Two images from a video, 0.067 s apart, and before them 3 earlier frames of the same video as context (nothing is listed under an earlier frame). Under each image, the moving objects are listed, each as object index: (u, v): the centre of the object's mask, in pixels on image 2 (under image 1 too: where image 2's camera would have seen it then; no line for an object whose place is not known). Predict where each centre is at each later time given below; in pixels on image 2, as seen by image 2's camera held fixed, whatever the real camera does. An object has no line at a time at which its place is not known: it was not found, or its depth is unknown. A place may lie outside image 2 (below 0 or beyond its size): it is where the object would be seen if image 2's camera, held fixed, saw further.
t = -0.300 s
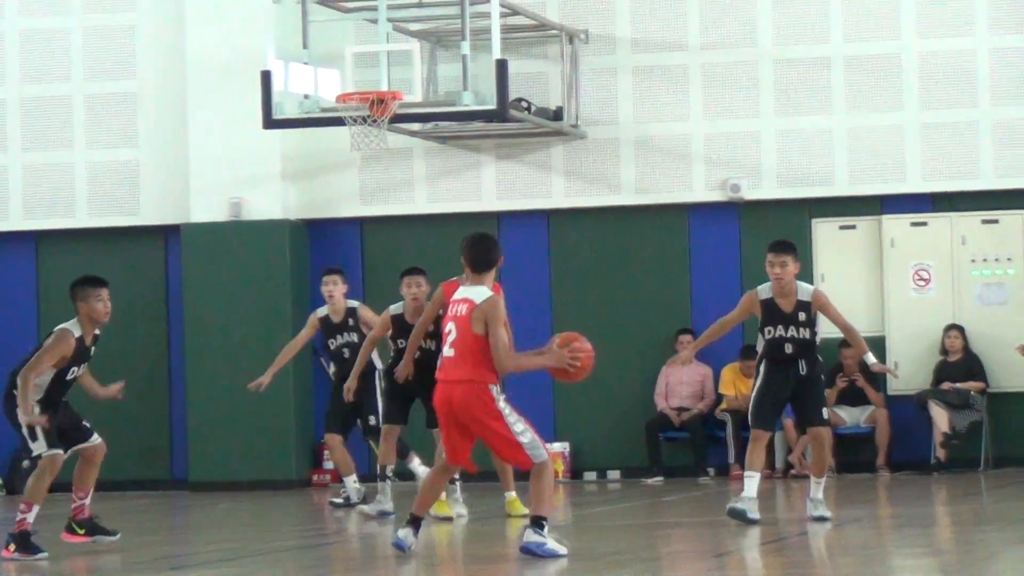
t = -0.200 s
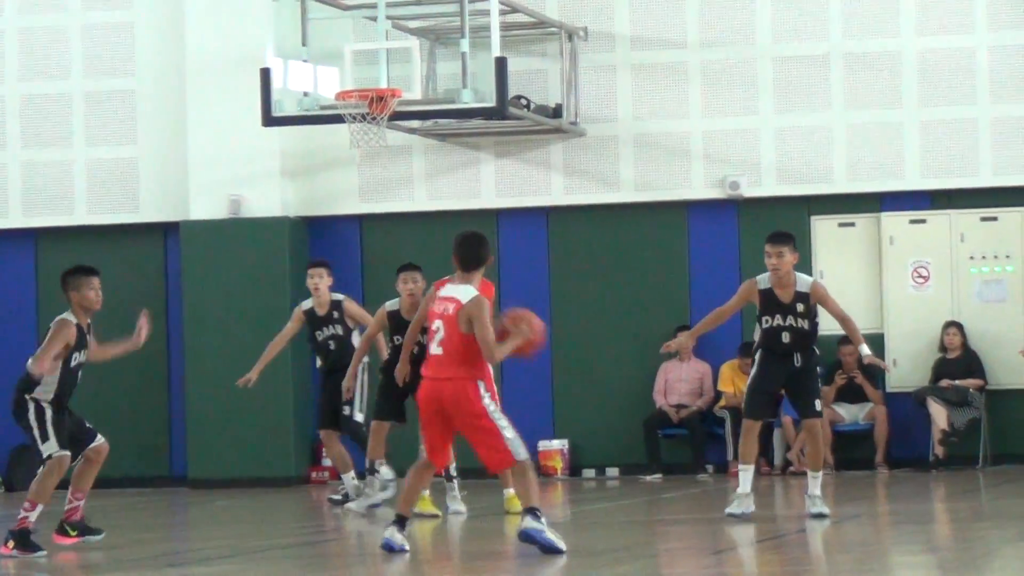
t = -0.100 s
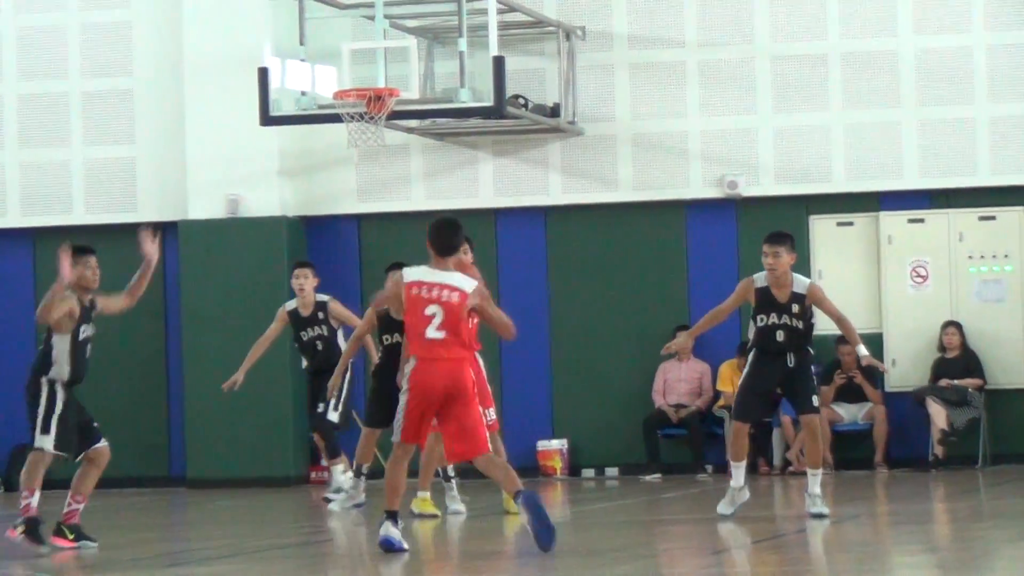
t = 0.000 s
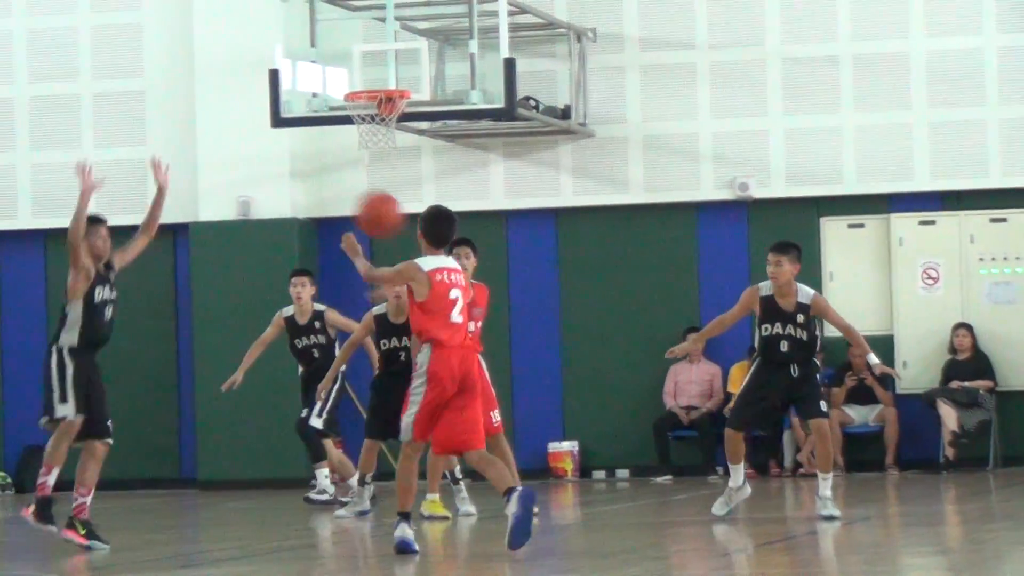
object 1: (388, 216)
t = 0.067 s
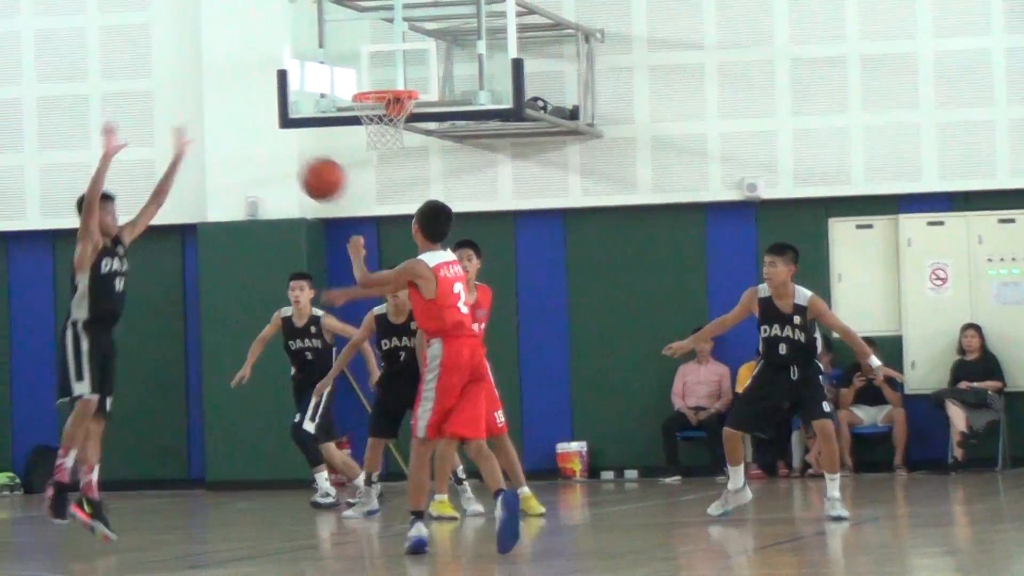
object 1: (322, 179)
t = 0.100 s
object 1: (293, 165)
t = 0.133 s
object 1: (264, 153)
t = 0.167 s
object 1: (237, 141)
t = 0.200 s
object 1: (210, 136)
